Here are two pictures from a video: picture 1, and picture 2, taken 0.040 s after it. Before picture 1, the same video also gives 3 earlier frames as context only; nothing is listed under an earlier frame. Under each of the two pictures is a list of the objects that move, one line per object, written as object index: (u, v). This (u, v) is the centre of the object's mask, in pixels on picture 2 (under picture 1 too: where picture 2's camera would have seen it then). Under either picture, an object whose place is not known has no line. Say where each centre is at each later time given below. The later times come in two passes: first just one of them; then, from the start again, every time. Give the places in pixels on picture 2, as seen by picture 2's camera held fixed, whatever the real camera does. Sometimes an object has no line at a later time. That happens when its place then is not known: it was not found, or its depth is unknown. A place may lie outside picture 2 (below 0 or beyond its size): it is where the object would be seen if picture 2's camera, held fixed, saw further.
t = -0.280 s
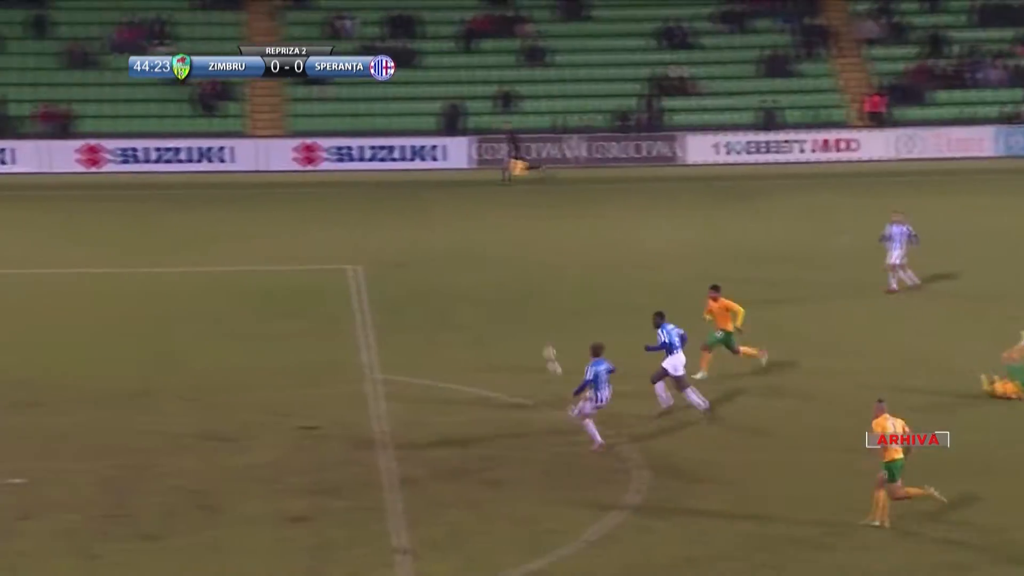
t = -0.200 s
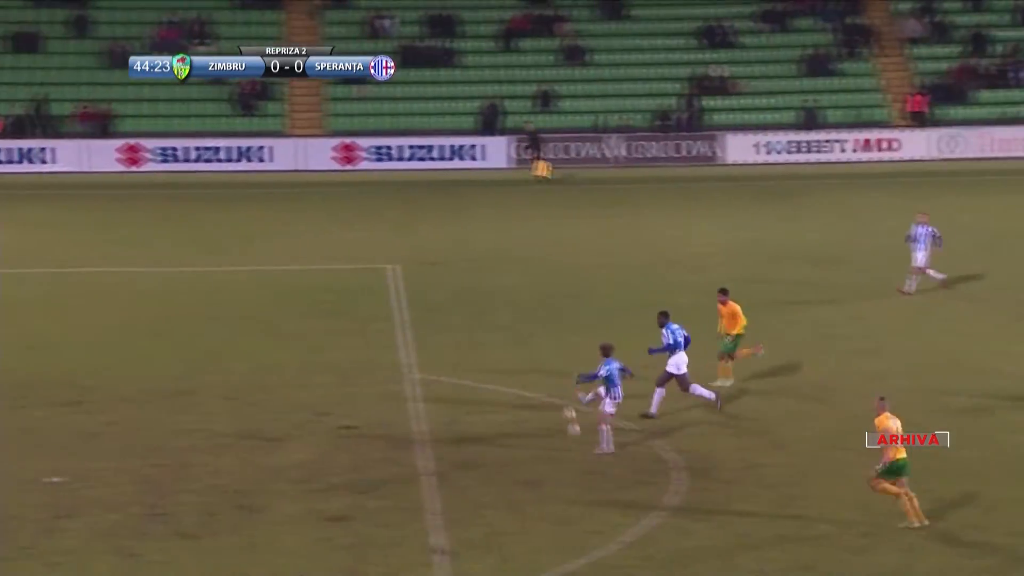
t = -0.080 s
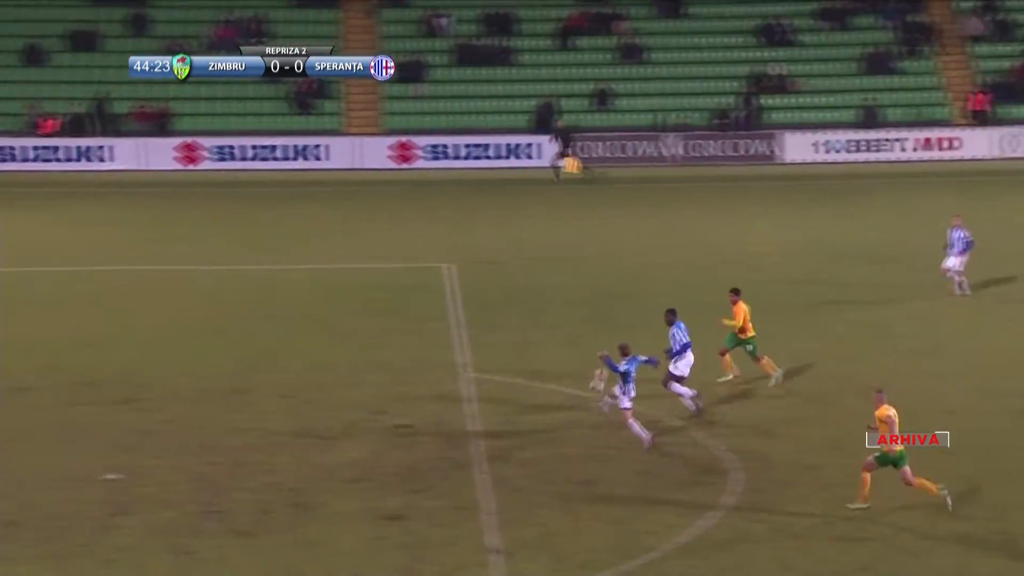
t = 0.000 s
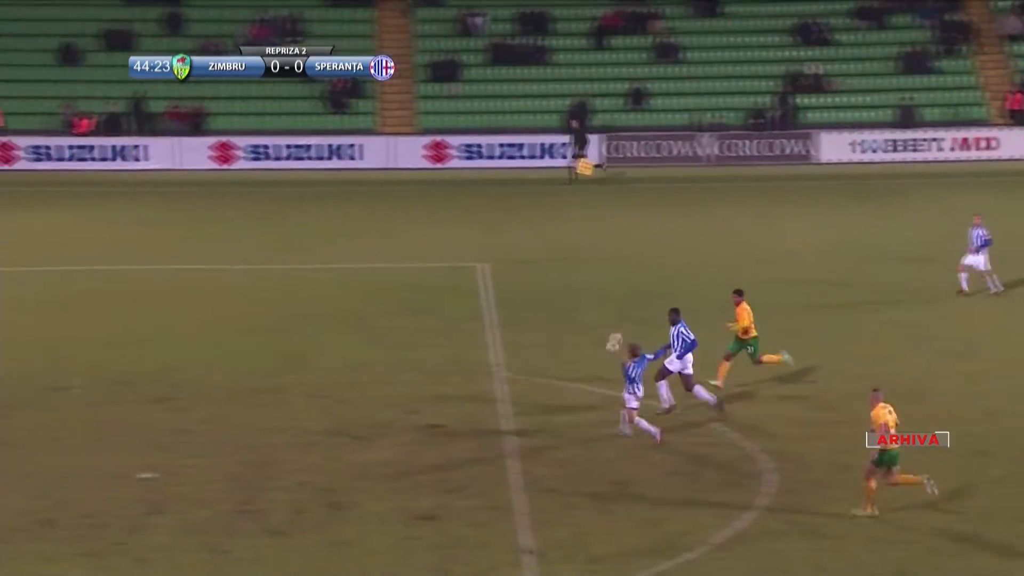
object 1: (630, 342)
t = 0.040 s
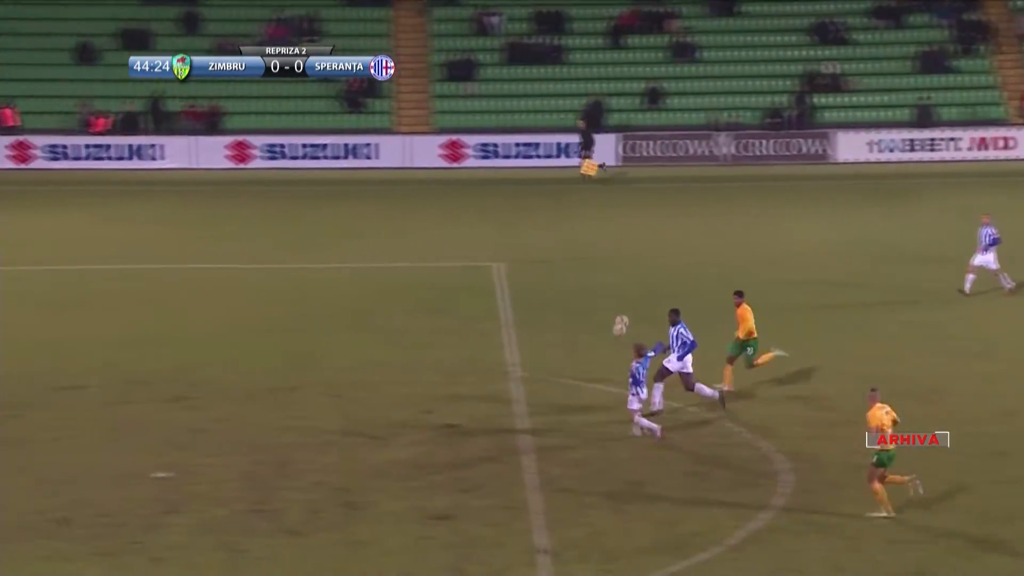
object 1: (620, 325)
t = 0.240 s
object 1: (572, 254)
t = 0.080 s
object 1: (610, 309)
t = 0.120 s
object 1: (601, 294)
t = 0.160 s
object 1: (591, 280)
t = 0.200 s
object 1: (582, 266)
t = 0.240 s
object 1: (572, 254)
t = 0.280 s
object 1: (563, 243)
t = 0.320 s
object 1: (554, 232)
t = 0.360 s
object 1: (544, 223)
